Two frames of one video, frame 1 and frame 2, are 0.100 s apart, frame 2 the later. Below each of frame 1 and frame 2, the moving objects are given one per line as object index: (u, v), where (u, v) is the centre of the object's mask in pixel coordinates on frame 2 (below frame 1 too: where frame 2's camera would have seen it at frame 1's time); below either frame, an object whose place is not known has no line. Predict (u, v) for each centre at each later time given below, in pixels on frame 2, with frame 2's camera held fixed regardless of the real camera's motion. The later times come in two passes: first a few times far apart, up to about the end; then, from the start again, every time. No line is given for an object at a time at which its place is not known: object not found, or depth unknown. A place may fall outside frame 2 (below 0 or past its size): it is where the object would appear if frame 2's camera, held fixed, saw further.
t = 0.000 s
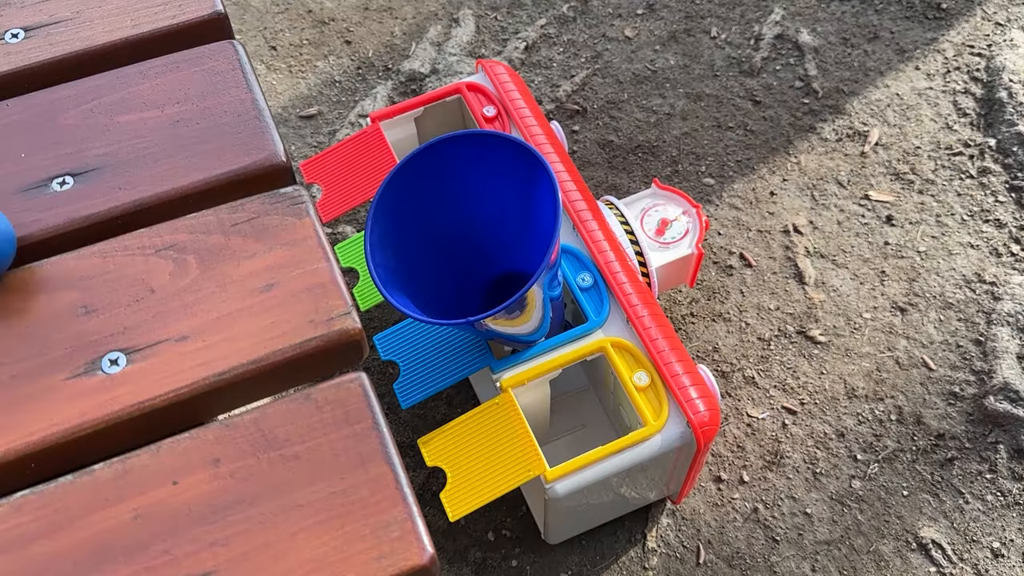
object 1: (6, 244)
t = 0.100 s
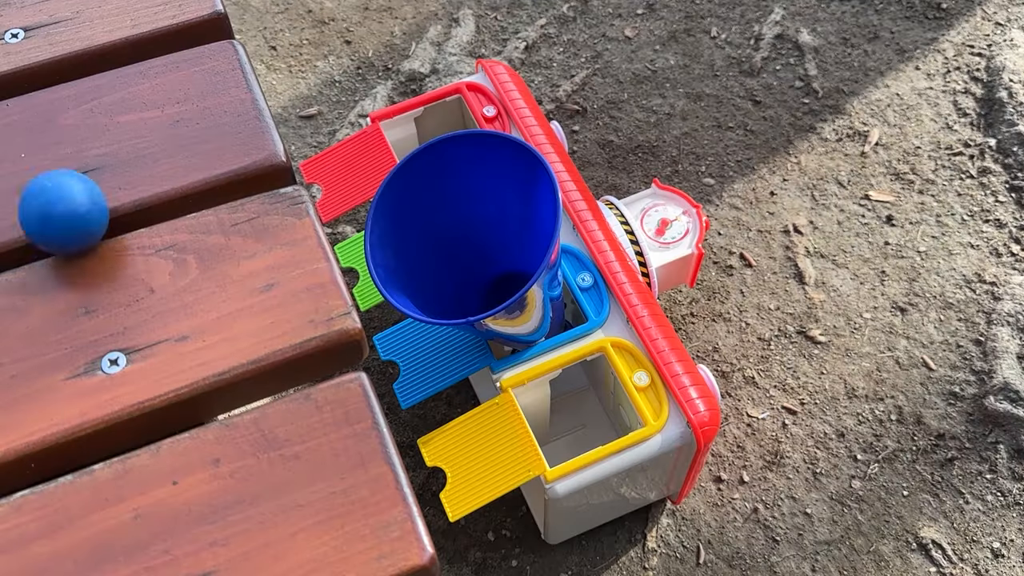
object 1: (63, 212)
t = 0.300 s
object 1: (241, 160)
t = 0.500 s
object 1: (415, 228)
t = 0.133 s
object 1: (93, 203)
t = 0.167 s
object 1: (123, 195)
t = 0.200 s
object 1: (154, 186)
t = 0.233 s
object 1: (184, 178)
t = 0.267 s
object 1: (212, 169)
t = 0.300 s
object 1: (241, 160)
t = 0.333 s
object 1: (268, 154)
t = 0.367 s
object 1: (296, 147)
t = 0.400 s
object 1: (326, 150)
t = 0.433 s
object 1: (356, 167)
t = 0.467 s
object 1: (387, 194)
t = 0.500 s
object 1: (415, 228)
